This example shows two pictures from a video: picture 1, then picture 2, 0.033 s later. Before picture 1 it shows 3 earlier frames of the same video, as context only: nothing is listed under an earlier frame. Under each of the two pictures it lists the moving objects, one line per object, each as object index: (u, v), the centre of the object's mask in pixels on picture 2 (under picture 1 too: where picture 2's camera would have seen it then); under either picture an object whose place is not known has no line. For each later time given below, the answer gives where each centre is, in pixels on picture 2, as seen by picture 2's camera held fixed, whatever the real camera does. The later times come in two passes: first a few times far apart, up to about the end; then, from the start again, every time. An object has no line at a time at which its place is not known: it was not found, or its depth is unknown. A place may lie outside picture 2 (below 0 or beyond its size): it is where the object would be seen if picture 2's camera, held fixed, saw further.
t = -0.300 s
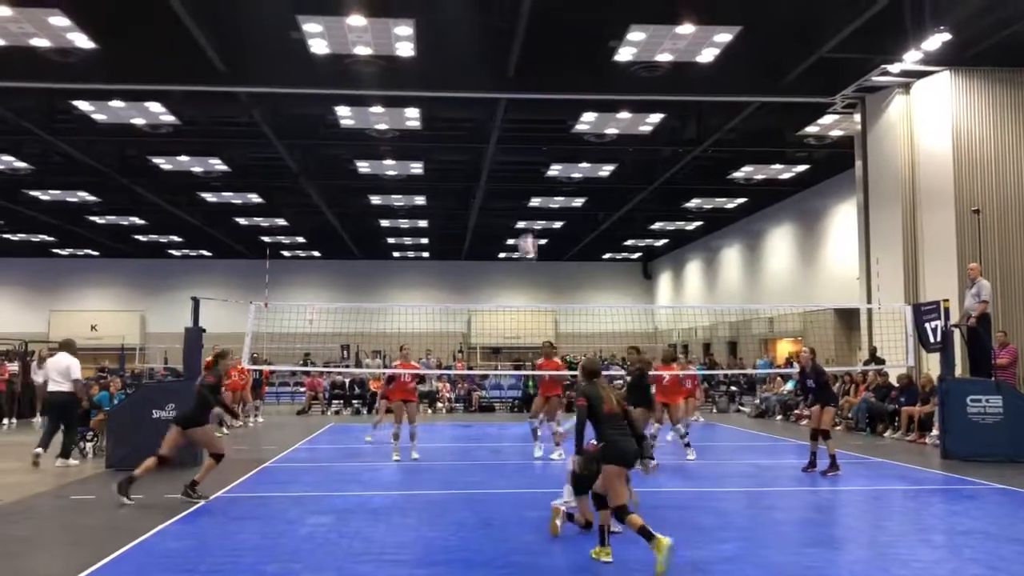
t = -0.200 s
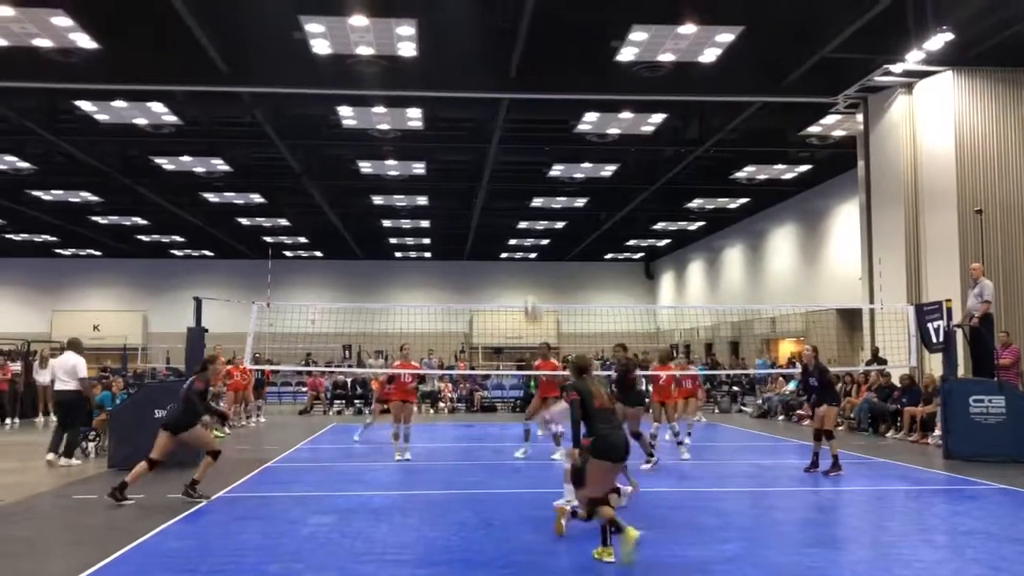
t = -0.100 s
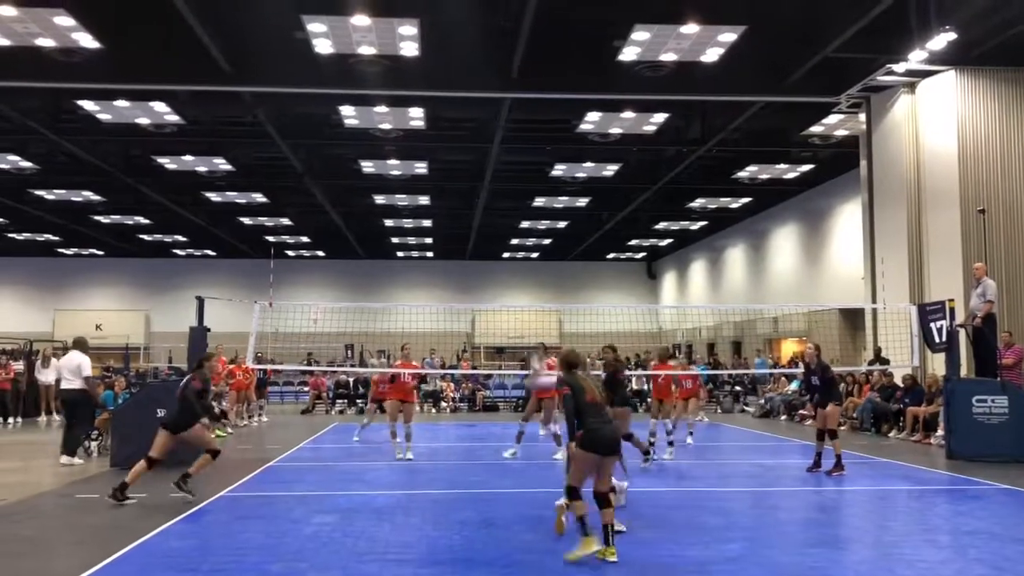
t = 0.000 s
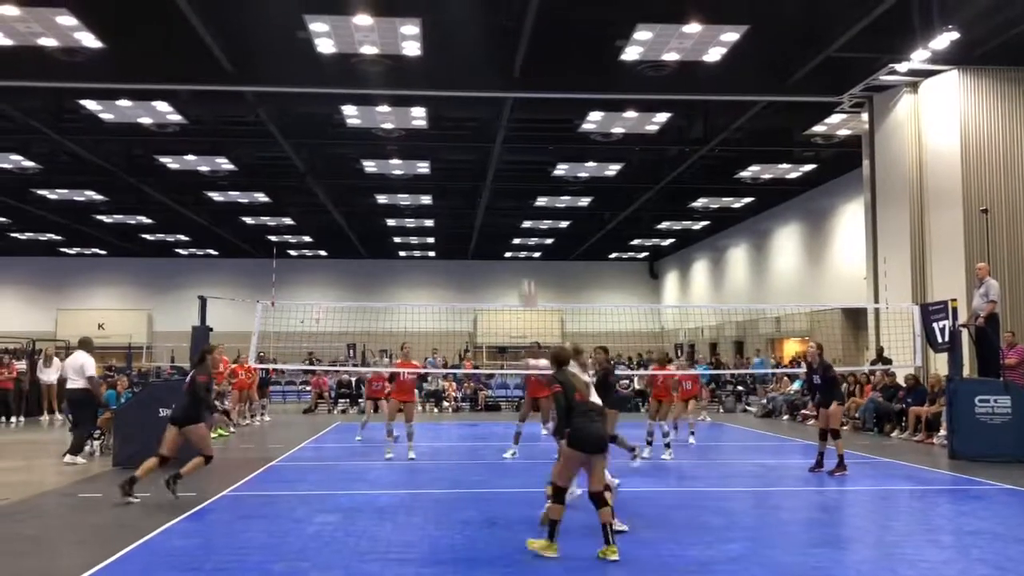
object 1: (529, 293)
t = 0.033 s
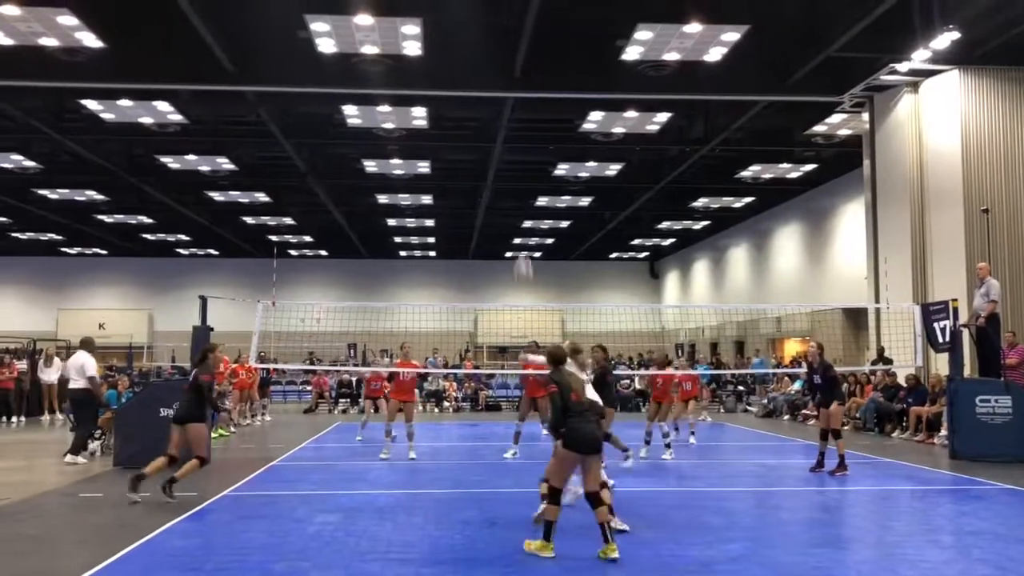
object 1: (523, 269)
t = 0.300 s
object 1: (492, 136)
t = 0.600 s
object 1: (457, 64)
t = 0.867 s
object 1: (429, 65)
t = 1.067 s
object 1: (409, 103)
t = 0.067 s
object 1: (520, 249)
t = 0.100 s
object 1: (515, 229)
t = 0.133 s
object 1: (512, 212)
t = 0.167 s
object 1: (508, 194)
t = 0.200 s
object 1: (505, 178)
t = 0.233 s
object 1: (500, 163)
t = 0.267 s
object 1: (496, 148)
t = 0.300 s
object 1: (492, 136)
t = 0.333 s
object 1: (488, 124)
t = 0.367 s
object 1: (484, 113)
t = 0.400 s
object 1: (480, 103)
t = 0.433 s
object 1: (476, 93)
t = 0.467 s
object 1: (472, 85)
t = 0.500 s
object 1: (468, 78)
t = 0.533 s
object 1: (465, 73)
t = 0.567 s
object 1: (461, 68)
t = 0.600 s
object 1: (457, 64)
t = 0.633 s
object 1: (454, 61)
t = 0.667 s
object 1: (450, 58)
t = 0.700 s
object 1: (446, 57)
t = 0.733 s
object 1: (443, 57)
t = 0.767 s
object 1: (440, 58)
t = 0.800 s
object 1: (436, 59)
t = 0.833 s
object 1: (432, 62)
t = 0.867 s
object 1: (429, 65)
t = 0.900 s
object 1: (426, 70)
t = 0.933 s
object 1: (422, 75)
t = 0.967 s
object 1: (419, 81)
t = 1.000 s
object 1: (416, 88)
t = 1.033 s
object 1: (413, 96)
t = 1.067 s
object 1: (409, 103)
